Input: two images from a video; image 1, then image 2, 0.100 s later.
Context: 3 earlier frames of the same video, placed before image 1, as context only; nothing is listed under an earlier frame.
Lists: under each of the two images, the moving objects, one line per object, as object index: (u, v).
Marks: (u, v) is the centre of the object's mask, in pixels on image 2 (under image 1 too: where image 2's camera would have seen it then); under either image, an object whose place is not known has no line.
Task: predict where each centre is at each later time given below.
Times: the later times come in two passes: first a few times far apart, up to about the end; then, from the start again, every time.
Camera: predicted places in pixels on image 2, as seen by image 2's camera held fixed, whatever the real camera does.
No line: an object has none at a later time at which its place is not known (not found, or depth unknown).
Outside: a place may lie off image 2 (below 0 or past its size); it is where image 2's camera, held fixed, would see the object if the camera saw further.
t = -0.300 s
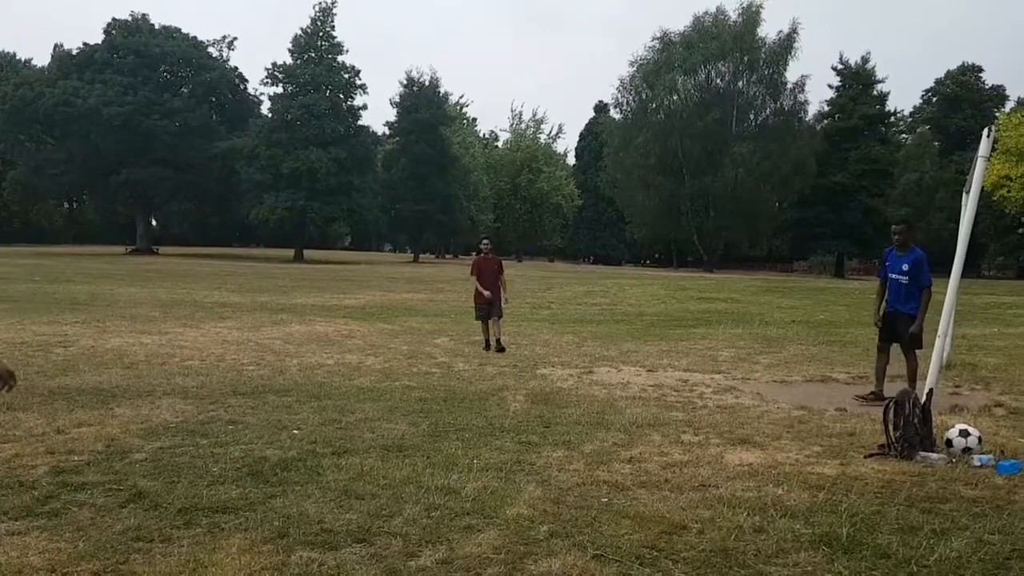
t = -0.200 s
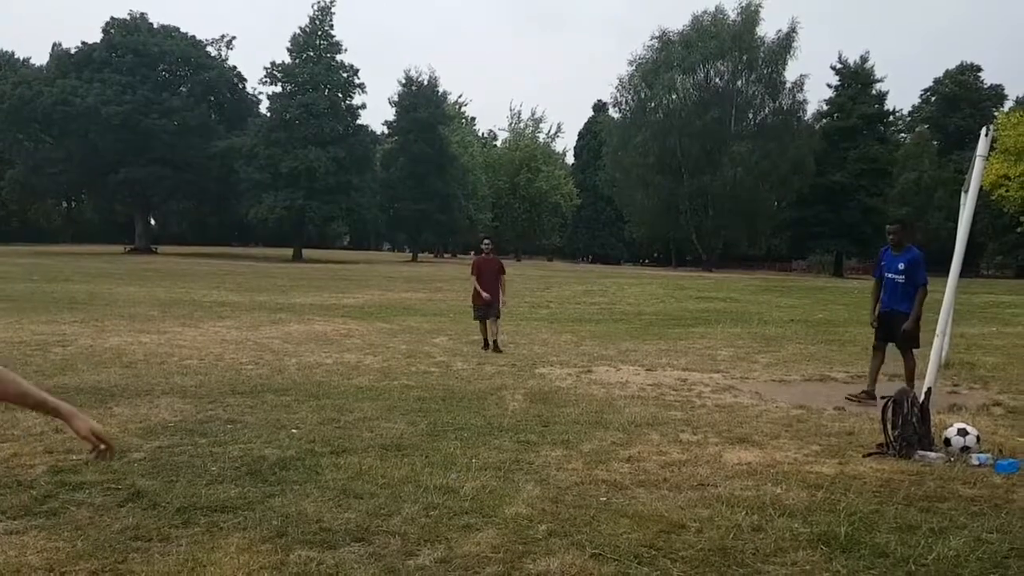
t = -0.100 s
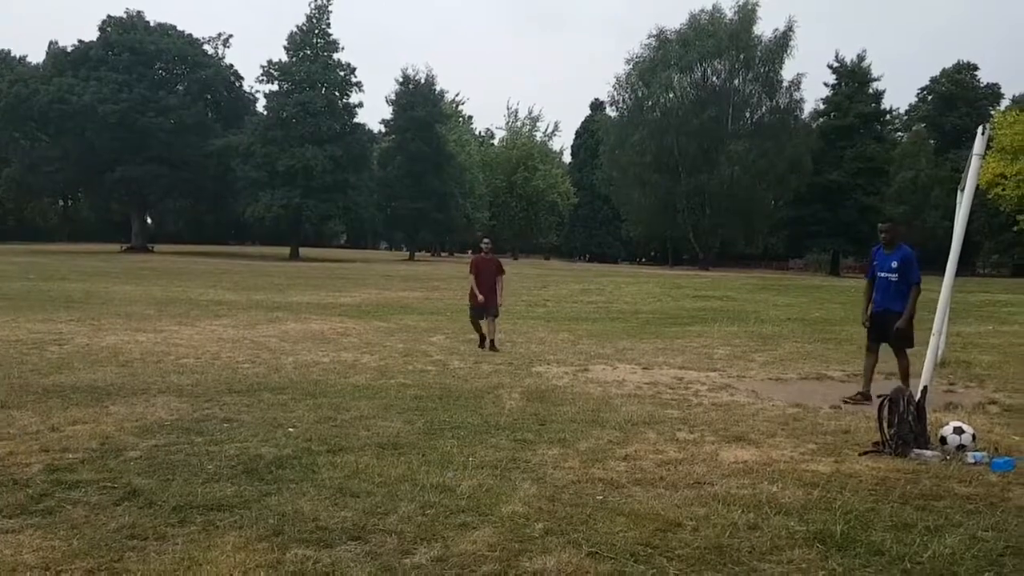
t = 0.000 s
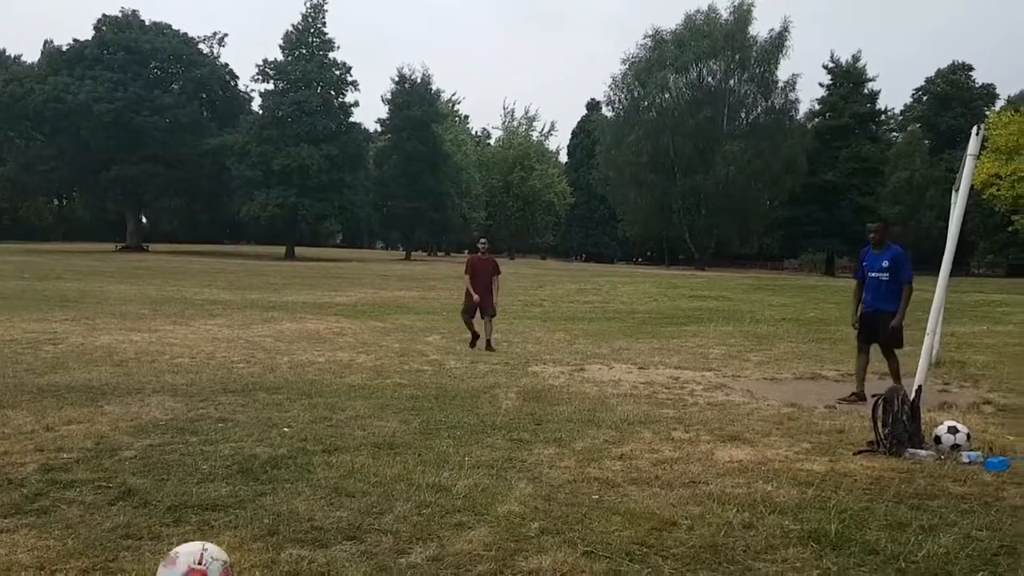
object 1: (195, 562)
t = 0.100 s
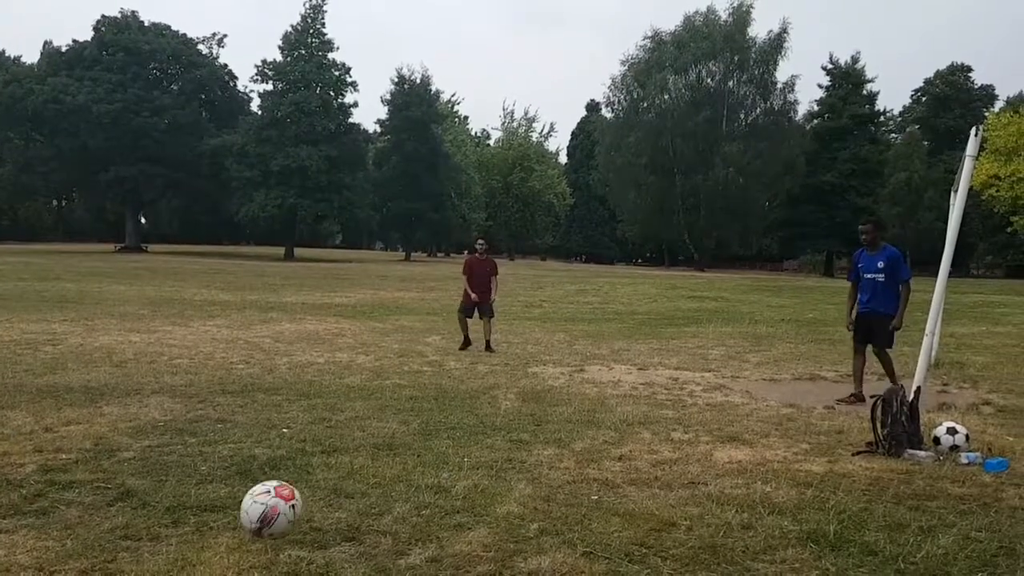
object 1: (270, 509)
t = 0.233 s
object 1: (336, 483)
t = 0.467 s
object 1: (391, 415)
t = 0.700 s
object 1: (422, 414)
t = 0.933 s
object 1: (444, 385)
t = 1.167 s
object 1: (459, 372)
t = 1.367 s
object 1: (471, 371)
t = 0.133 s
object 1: (290, 496)
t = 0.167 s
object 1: (306, 491)
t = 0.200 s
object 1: (323, 485)
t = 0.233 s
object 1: (336, 483)
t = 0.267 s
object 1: (349, 485)
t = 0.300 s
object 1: (358, 483)
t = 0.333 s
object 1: (365, 463)
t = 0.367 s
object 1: (372, 447)
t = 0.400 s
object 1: (380, 433)
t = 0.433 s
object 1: (385, 426)
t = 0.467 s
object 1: (391, 415)
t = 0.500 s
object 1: (396, 409)
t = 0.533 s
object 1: (402, 406)
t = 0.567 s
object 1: (406, 405)
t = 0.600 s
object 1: (411, 404)
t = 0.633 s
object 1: (415, 405)
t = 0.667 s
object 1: (418, 409)
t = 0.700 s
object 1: (422, 414)
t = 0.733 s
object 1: (427, 416)
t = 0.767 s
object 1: (430, 408)
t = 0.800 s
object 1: (433, 400)
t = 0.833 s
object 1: (435, 394)
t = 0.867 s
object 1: (438, 389)
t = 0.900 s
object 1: (441, 387)
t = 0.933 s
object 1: (444, 385)
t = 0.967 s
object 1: (446, 386)
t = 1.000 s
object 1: (448, 386)
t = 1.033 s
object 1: (450, 389)
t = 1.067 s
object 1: (452, 389)
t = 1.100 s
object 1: (454, 384)
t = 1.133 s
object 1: (457, 377)
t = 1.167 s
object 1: (459, 372)
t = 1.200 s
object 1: (461, 369)
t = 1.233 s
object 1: (463, 367)
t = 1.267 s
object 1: (464, 366)
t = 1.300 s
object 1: (467, 367)
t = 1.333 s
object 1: (468, 368)
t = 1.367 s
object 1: (471, 371)
